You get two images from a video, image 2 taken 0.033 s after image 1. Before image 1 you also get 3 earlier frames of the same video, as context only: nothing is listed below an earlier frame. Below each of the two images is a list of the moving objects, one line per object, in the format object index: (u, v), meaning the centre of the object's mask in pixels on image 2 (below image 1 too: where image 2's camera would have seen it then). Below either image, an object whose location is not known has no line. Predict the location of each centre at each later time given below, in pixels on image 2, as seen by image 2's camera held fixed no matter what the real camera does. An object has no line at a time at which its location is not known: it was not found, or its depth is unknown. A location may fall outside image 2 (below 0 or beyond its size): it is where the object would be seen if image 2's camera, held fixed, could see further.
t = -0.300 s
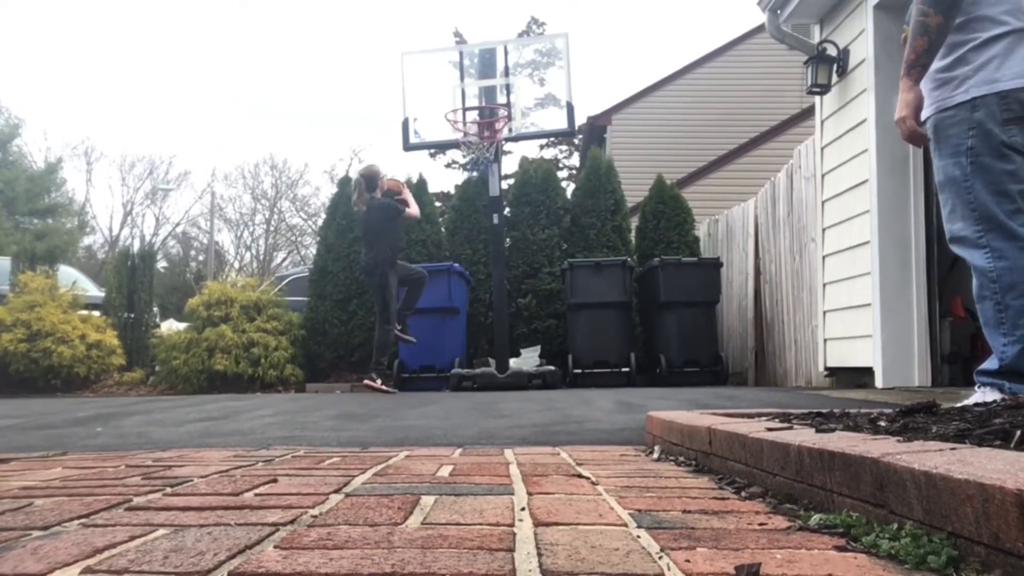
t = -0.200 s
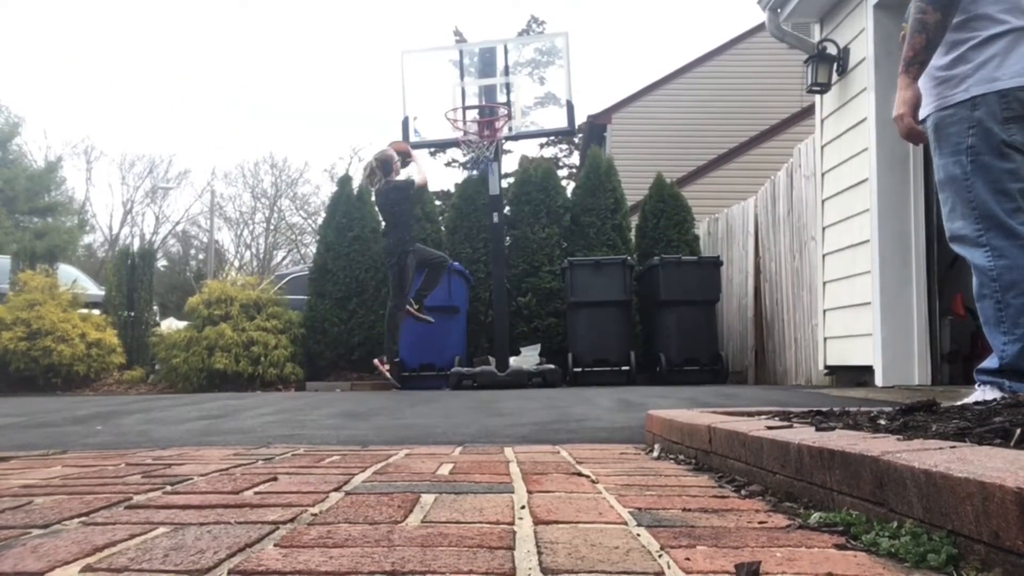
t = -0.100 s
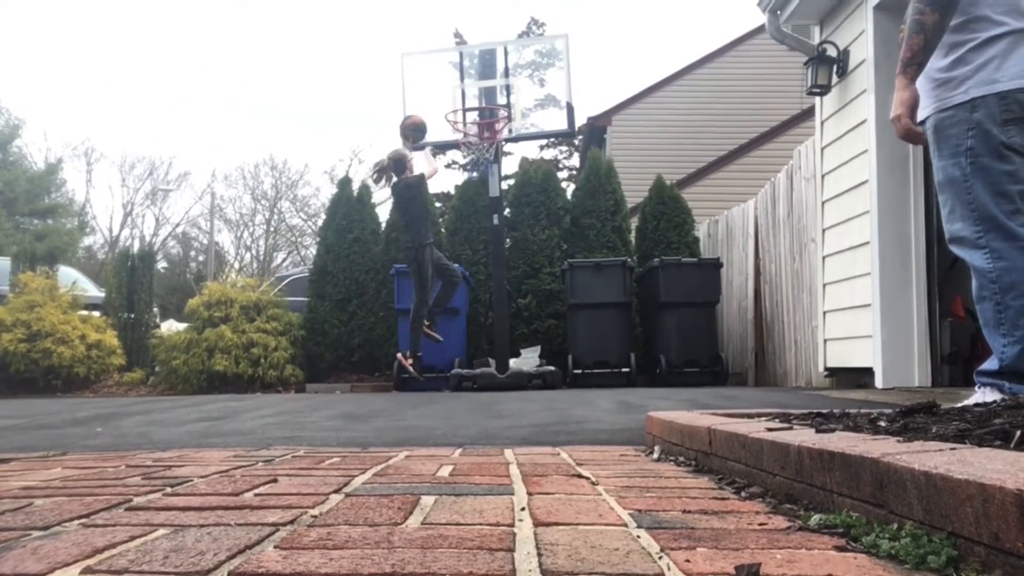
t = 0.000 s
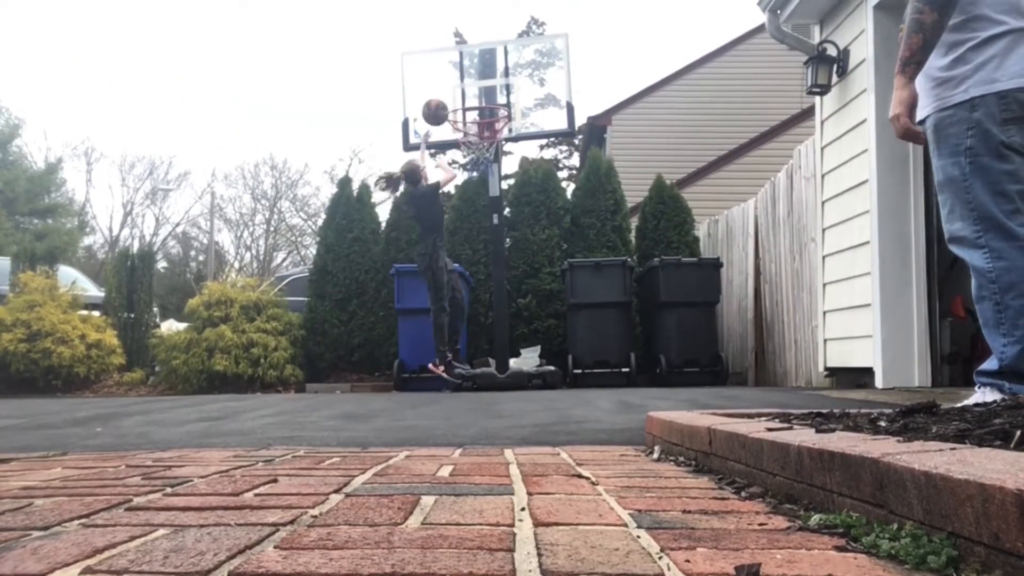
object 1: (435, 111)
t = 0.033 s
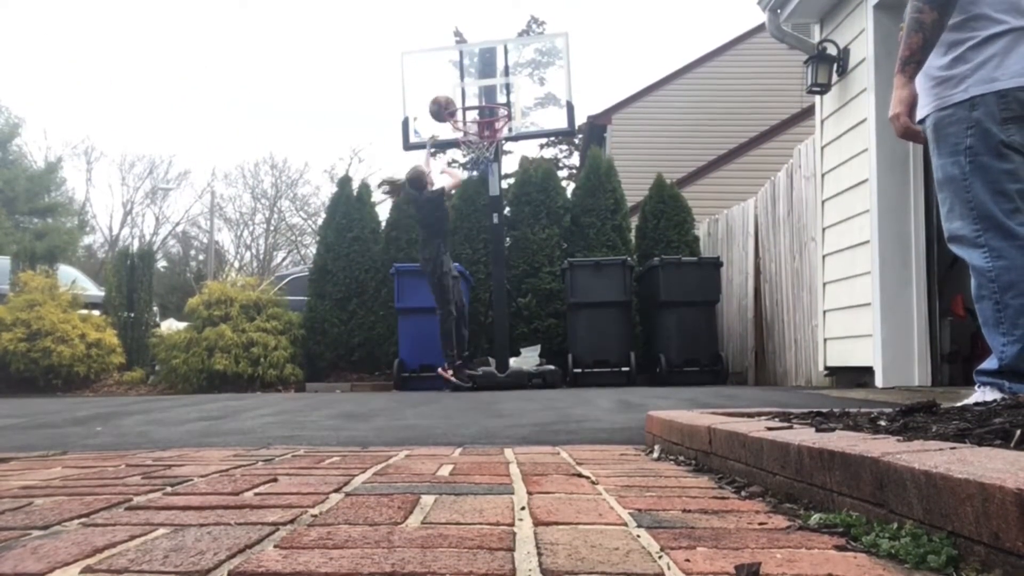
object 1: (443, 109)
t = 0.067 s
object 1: (446, 107)
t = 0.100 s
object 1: (450, 106)
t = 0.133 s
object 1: (453, 106)
